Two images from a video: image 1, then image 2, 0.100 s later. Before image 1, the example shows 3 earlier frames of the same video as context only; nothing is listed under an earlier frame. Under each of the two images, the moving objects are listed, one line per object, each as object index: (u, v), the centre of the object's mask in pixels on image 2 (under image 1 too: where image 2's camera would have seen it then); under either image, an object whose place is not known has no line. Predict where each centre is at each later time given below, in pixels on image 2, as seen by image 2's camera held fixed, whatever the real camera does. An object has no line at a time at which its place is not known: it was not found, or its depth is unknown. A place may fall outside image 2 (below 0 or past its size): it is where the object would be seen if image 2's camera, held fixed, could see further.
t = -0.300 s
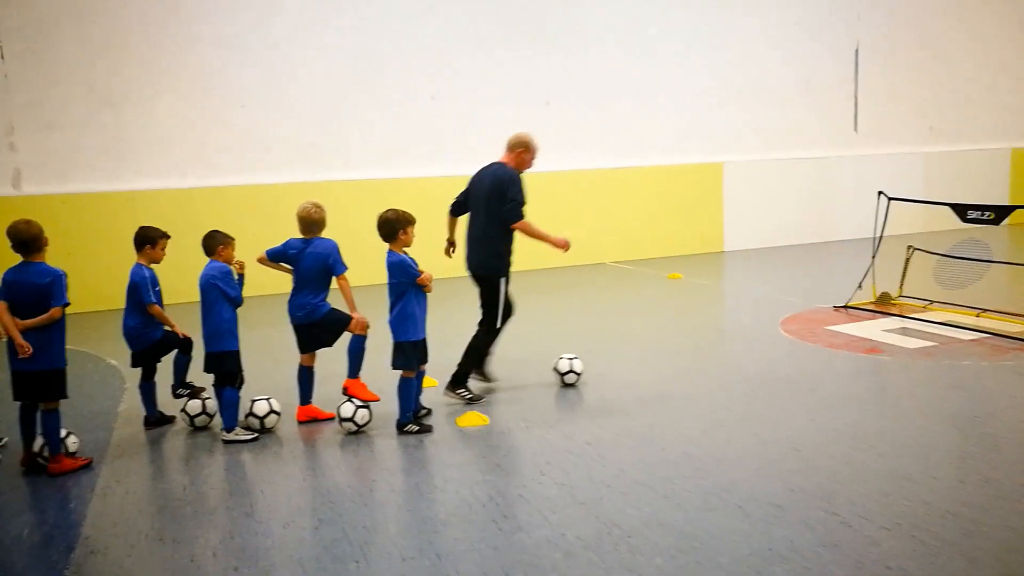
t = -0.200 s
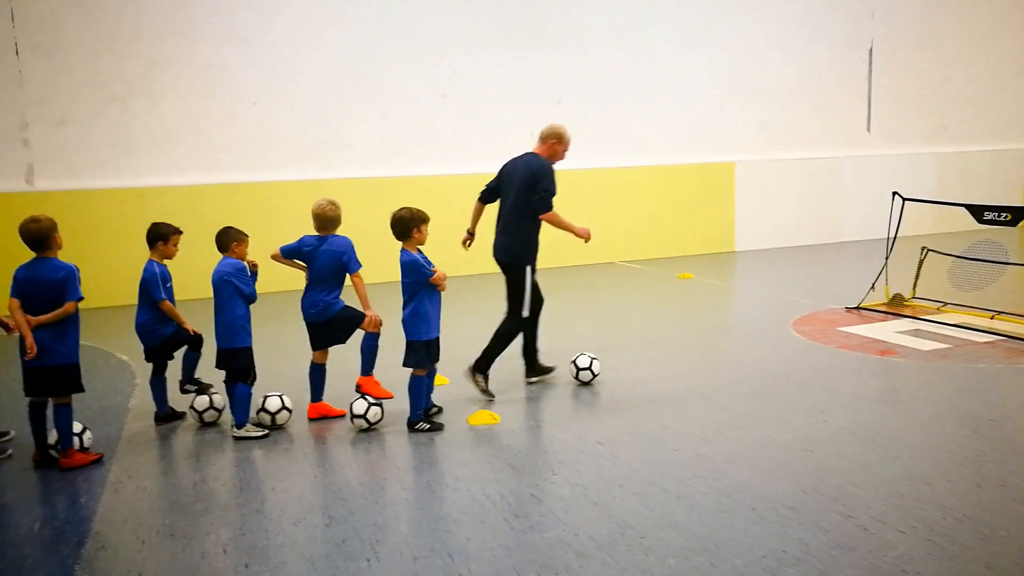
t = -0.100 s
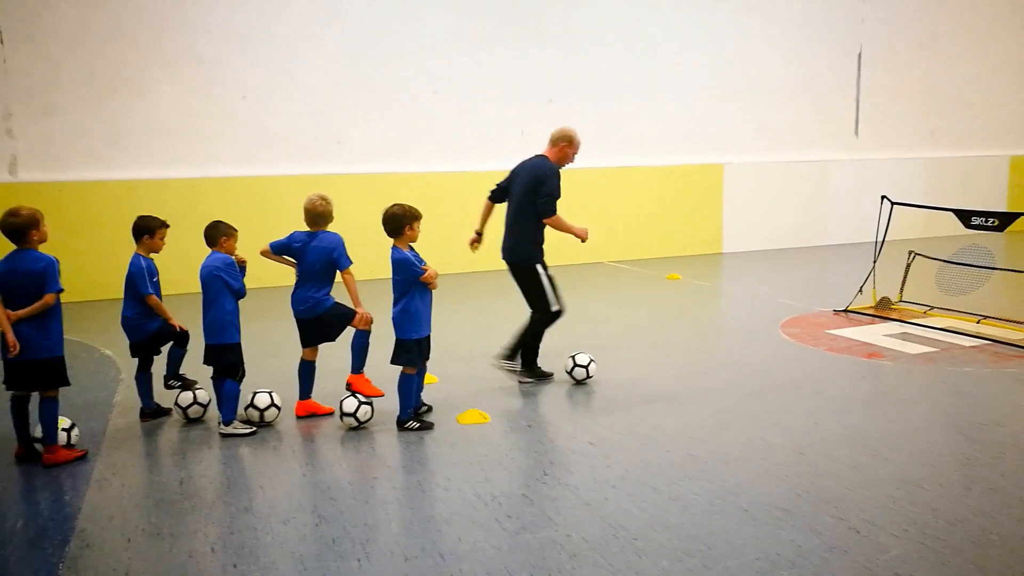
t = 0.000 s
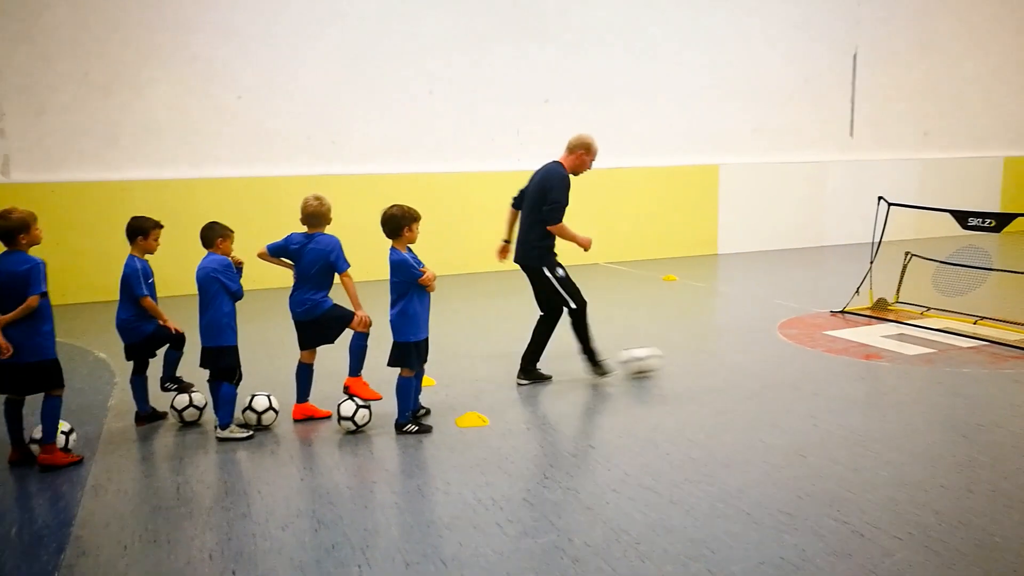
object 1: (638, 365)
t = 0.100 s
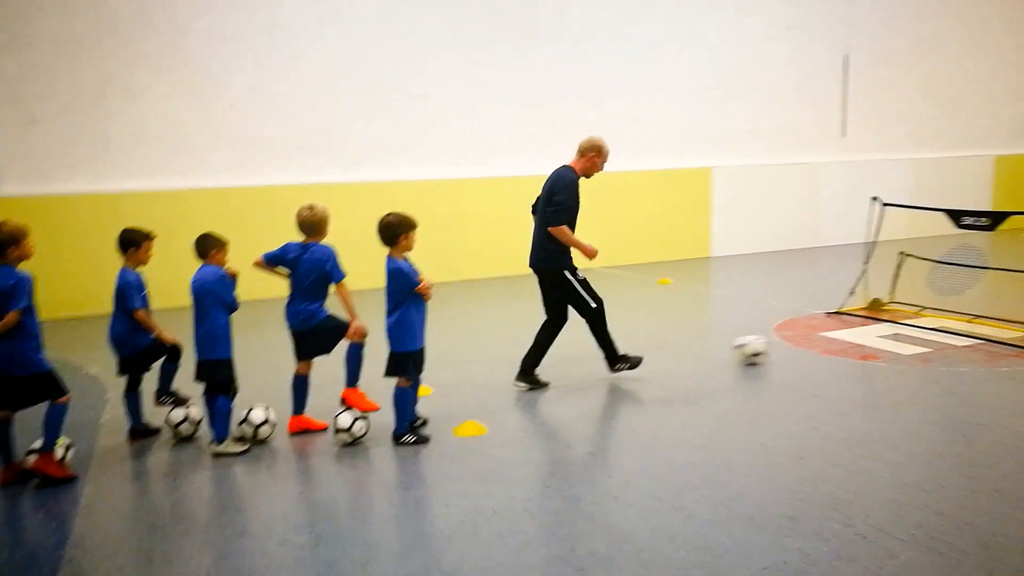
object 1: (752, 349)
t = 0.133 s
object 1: (784, 344)
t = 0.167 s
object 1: (814, 339)
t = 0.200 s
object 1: (842, 334)
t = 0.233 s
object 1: (869, 330)
